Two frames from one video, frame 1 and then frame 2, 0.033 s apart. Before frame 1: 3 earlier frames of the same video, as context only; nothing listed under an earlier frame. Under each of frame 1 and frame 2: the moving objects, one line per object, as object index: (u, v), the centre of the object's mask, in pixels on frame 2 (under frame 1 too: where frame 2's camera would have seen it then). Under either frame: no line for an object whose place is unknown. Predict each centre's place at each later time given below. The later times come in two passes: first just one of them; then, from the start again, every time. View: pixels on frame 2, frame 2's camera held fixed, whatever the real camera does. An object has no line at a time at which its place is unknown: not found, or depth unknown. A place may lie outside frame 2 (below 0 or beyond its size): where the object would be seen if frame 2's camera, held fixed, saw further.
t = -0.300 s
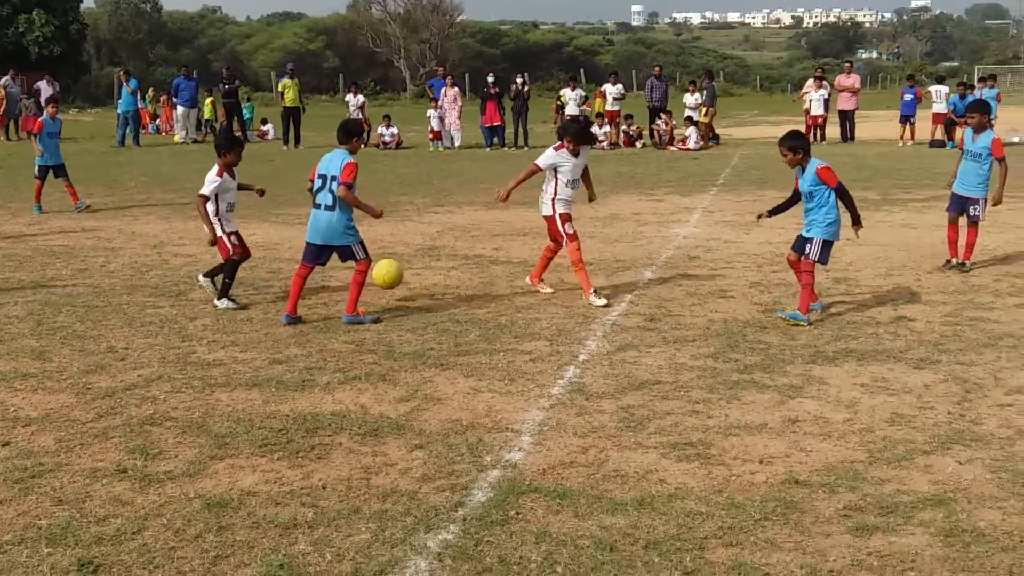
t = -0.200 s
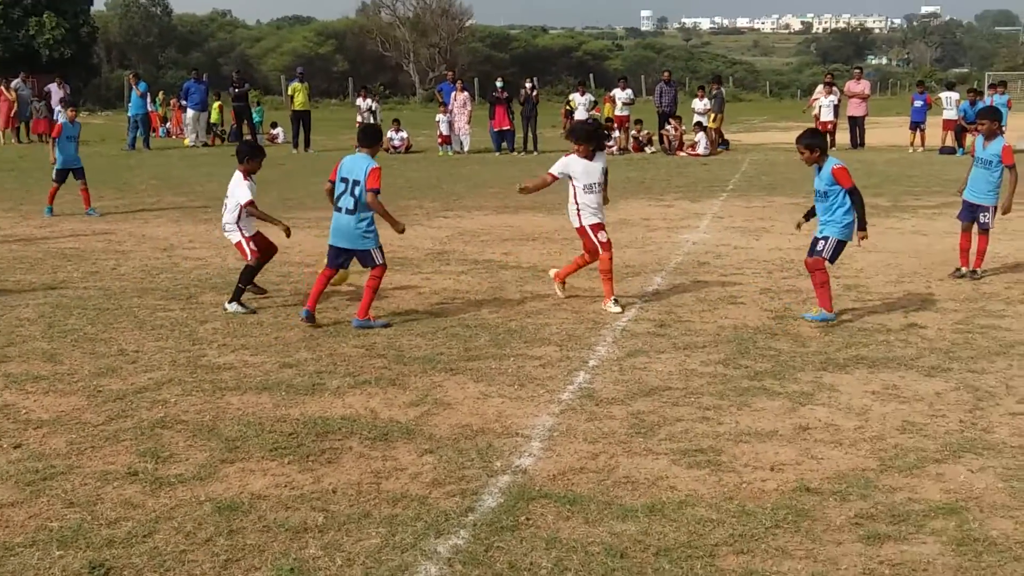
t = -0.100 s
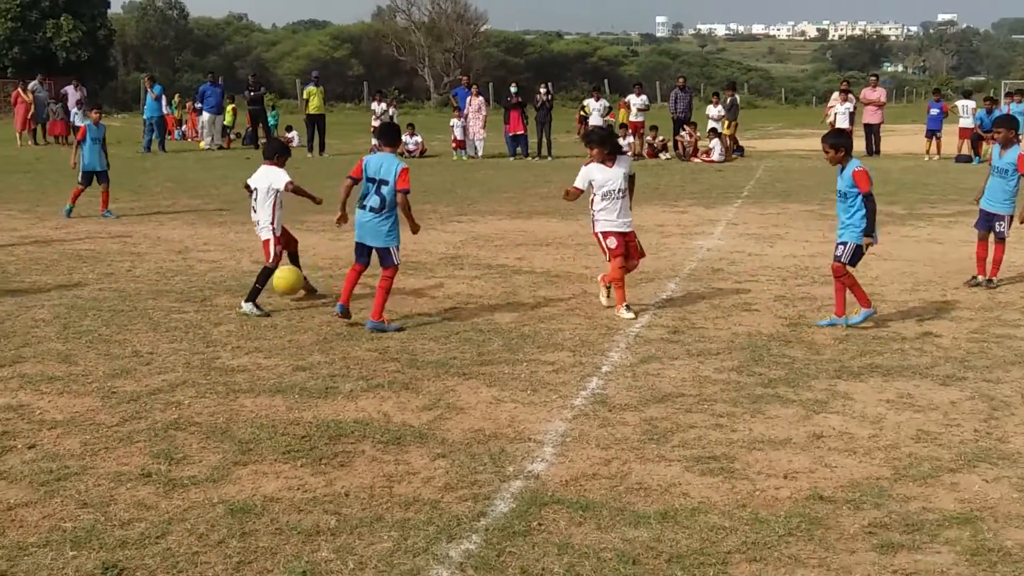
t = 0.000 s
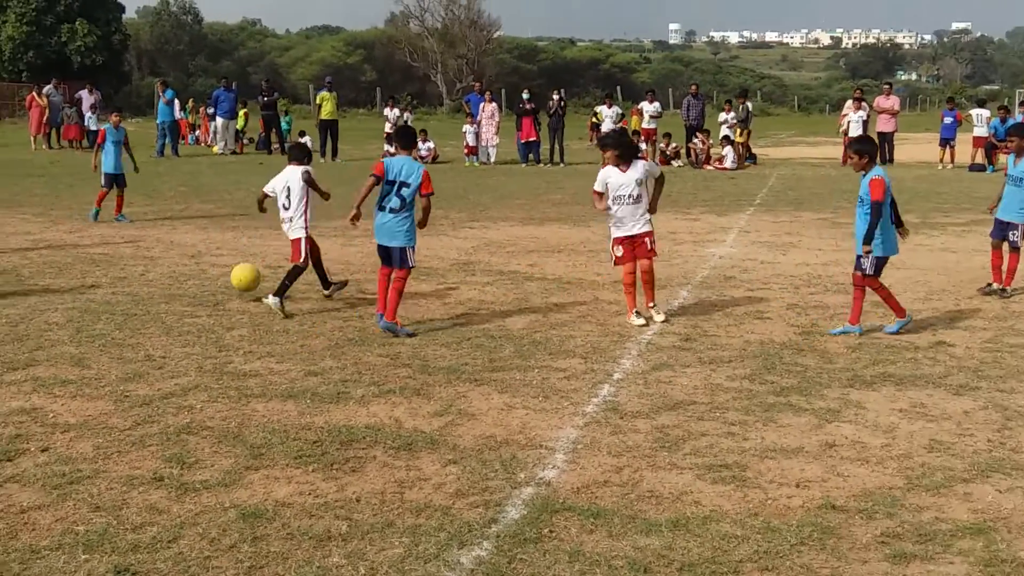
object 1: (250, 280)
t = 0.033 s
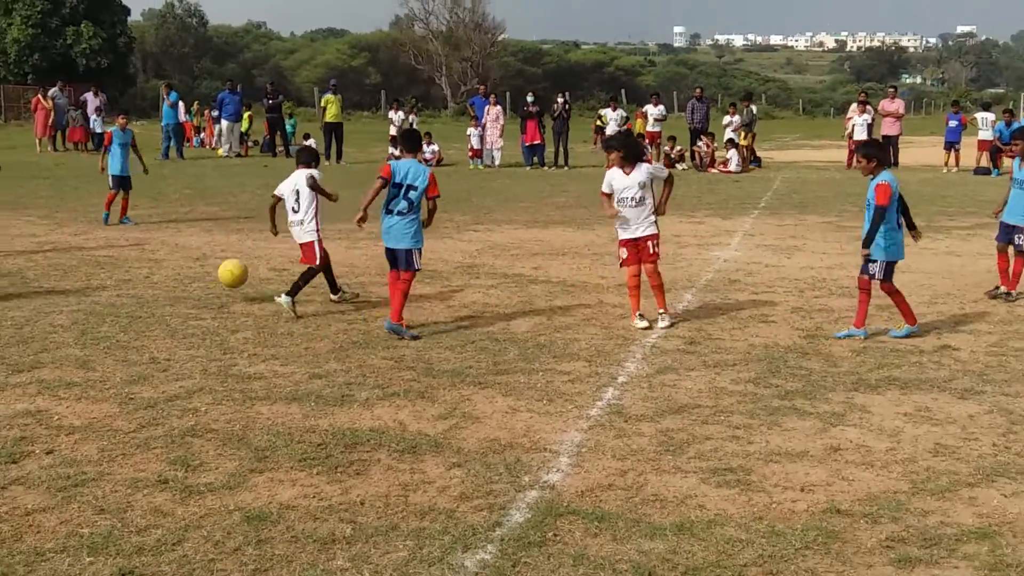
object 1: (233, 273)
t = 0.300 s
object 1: (101, 274)
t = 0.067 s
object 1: (215, 268)
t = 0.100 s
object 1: (198, 265)
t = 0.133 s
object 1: (181, 263)
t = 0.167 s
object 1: (165, 262)
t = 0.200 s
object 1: (148, 262)
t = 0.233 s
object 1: (131, 265)
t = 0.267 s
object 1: (116, 269)
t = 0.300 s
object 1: (101, 274)
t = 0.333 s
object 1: (86, 280)
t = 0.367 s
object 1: (70, 280)
